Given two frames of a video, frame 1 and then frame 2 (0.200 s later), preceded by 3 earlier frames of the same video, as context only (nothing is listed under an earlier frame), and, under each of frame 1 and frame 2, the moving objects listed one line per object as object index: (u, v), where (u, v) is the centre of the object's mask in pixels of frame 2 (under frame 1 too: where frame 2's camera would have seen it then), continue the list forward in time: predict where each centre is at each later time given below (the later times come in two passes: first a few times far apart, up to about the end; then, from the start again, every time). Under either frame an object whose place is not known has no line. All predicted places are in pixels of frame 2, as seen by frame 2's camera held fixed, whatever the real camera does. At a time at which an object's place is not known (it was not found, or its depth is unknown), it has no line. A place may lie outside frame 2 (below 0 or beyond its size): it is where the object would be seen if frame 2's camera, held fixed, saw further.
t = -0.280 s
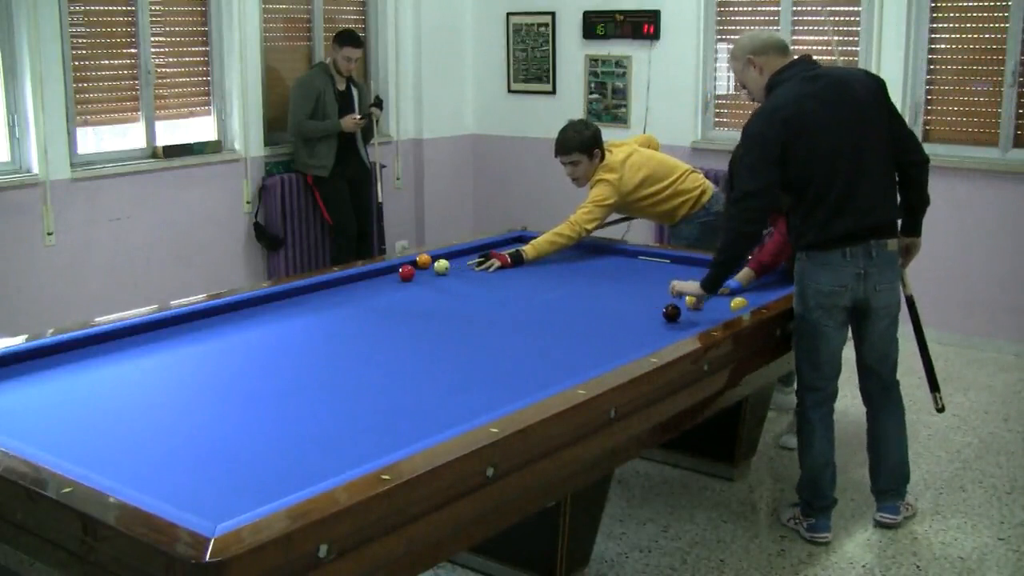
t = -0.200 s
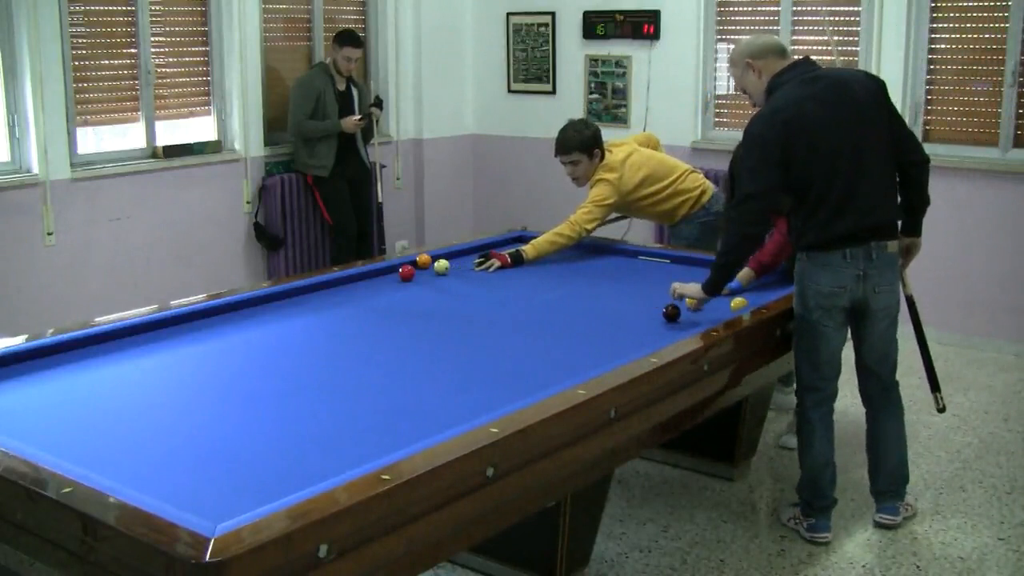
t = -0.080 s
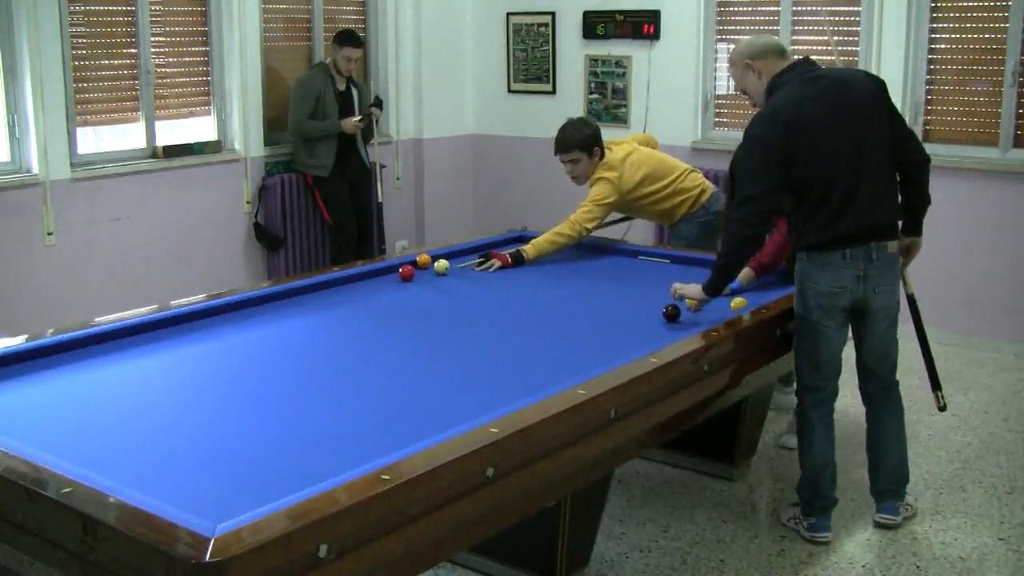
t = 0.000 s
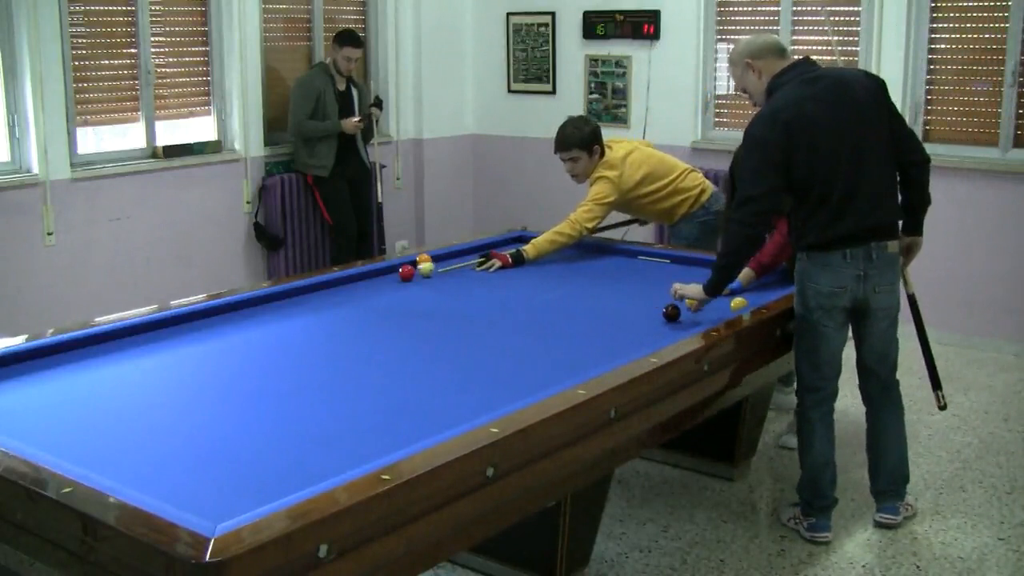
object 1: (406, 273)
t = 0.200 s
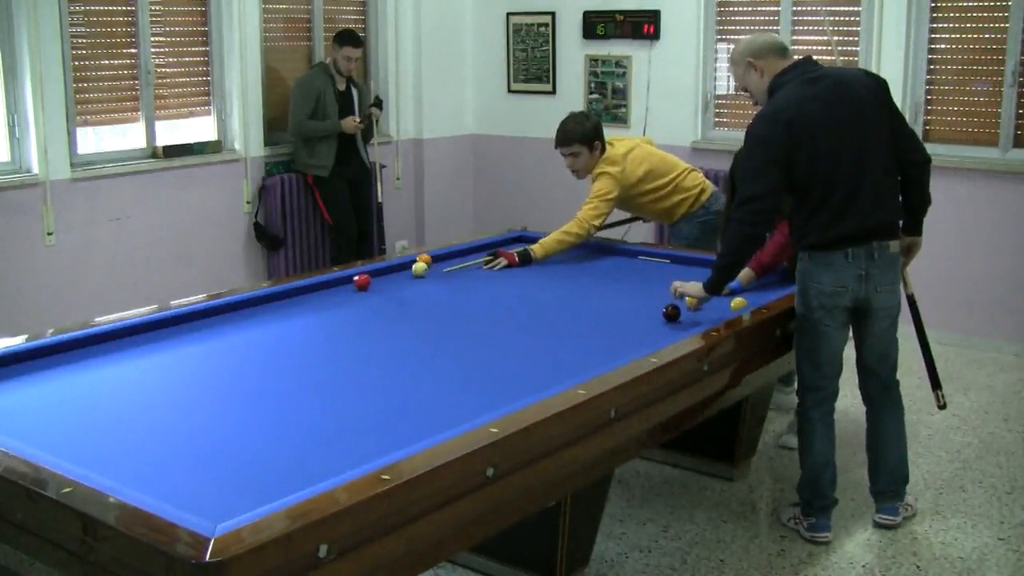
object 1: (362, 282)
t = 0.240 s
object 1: (353, 284)
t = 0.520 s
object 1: (286, 297)
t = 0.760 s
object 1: (225, 309)
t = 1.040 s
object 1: (154, 325)
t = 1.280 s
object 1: (95, 341)
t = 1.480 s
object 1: (41, 355)
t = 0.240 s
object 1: (353, 284)
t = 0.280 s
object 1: (344, 285)
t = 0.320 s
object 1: (334, 287)
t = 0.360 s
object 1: (325, 289)
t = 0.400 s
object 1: (316, 291)
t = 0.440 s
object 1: (306, 293)
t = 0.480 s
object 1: (296, 295)
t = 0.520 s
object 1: (286, 297)
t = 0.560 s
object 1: (276, 299)
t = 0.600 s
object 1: (266, 301)
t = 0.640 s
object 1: (256, 303)
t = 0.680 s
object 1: (246, 305)
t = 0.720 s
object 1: (236, 307)
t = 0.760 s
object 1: (225, 309)
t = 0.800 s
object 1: (214, 311)
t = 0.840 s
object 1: (204, 313)
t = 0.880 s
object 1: (193, 316)
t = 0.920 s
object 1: (183, 318)
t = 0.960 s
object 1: (174, 320)
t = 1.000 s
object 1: (165, 323)
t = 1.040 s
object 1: (154, 325)
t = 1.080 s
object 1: (145, 328)
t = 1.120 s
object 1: (136, 330)
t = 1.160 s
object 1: (126, 333)
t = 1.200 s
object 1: (116, 335)
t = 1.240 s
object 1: (105, 338)
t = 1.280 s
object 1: (95, 341)
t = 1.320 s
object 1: (85, 343)
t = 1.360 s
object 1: (75, 346)
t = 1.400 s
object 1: (64, 349)
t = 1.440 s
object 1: (53, 352)
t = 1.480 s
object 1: (41, 355)
